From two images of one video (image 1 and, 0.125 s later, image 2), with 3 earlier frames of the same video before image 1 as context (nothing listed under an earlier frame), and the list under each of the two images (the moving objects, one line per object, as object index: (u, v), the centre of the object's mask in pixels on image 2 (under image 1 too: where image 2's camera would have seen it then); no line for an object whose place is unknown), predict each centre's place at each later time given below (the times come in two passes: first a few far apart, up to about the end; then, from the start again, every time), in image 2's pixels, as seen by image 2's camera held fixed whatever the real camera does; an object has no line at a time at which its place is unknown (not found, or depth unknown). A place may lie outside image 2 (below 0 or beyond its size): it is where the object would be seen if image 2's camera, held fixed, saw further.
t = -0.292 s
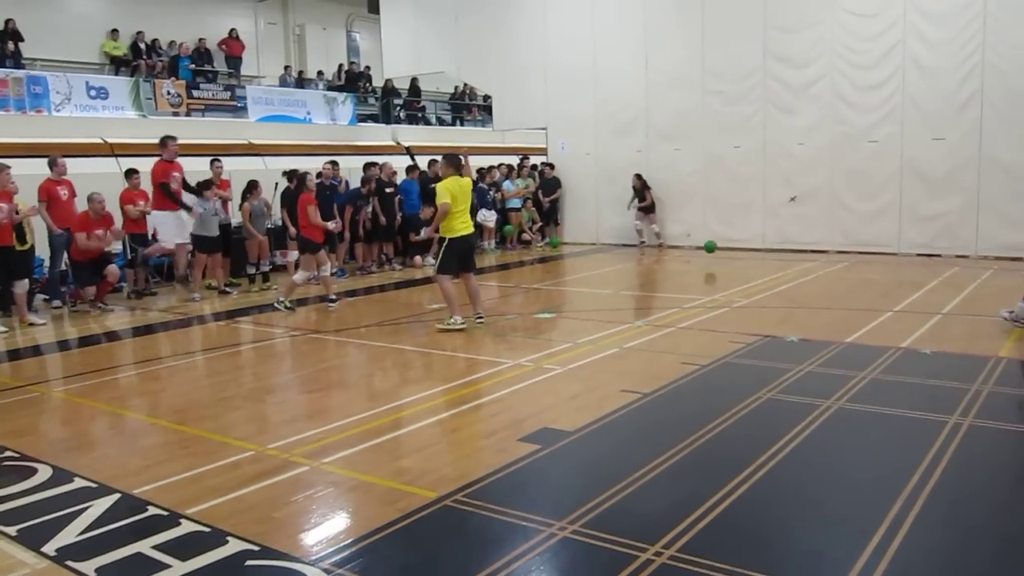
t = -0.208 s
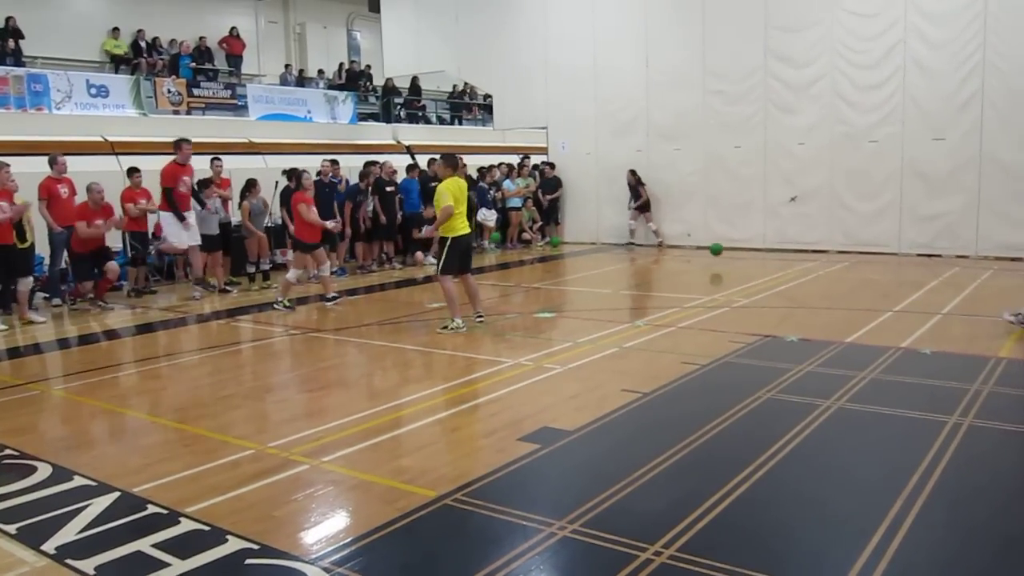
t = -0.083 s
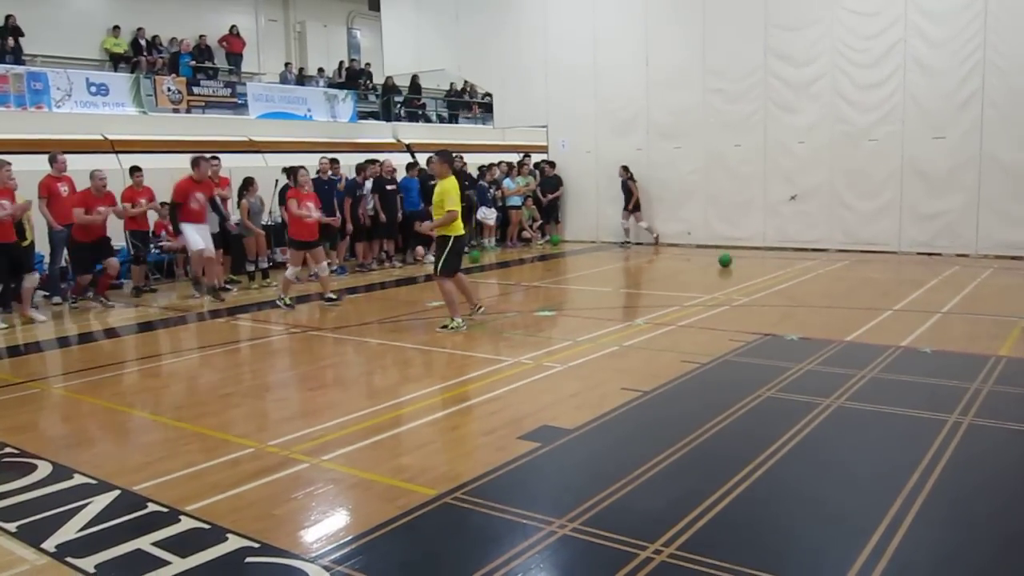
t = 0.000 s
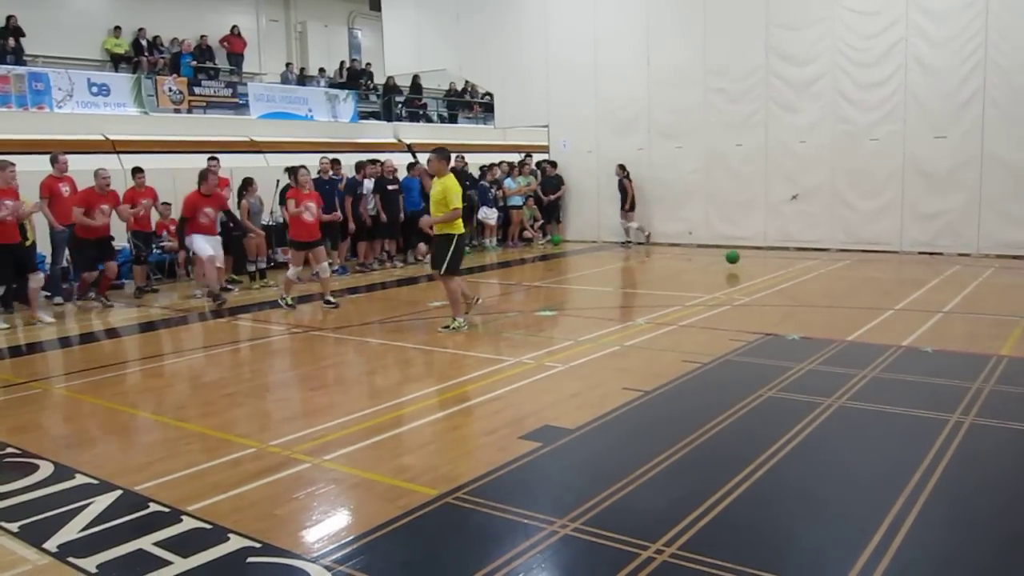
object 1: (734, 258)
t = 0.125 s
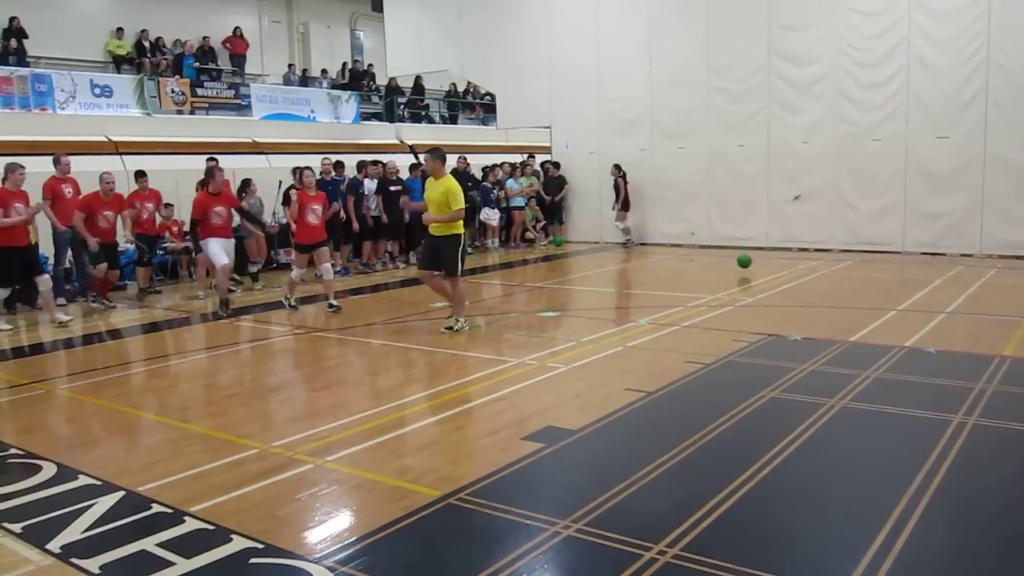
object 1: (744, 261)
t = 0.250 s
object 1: (753, 266)
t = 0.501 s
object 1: (773, 273)
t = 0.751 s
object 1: (795, 283)
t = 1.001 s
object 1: (819, 291)
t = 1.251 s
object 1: (846, 301)
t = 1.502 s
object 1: (876, 312)
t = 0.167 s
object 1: (747, 264)
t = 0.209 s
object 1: (750, 267)
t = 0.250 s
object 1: (753, 266)
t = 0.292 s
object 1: (756, 266)
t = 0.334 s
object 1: (759, 268)
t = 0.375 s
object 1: (763, 270)
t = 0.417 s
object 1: (766, 273)
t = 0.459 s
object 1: (769, 273)
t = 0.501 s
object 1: (773, 273)
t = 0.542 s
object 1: (776, 275)
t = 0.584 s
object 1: (780, 278)
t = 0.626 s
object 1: (783, 278)
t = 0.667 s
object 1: (787, 280)
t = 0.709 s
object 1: (791, 282)
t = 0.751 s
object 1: (795, 283)
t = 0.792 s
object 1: (798, 284)
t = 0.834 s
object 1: (803, 286)
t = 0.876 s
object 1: (807, 287)
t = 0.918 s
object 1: (811, 288)
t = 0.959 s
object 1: (815, 290)
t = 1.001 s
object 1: (819, 291)
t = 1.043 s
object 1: (823, 293)
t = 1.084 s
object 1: (828, 295)
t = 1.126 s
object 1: (832, 296)
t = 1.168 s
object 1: (837, 298)
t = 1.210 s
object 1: (841, 300)
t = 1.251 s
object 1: (846, 301)
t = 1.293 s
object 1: (851, 303)
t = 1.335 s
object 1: (855, 305)
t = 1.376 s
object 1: (860, 307)
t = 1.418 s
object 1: (866, 308)
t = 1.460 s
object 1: (871, 310)
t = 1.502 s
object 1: (876, 312)
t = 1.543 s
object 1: (881, 314)
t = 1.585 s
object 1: (887, 316)
